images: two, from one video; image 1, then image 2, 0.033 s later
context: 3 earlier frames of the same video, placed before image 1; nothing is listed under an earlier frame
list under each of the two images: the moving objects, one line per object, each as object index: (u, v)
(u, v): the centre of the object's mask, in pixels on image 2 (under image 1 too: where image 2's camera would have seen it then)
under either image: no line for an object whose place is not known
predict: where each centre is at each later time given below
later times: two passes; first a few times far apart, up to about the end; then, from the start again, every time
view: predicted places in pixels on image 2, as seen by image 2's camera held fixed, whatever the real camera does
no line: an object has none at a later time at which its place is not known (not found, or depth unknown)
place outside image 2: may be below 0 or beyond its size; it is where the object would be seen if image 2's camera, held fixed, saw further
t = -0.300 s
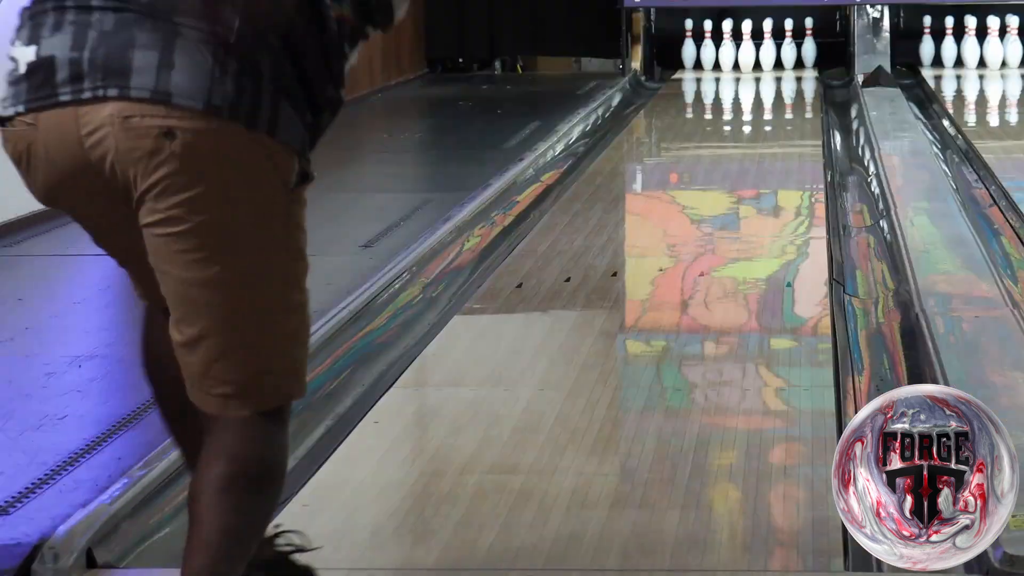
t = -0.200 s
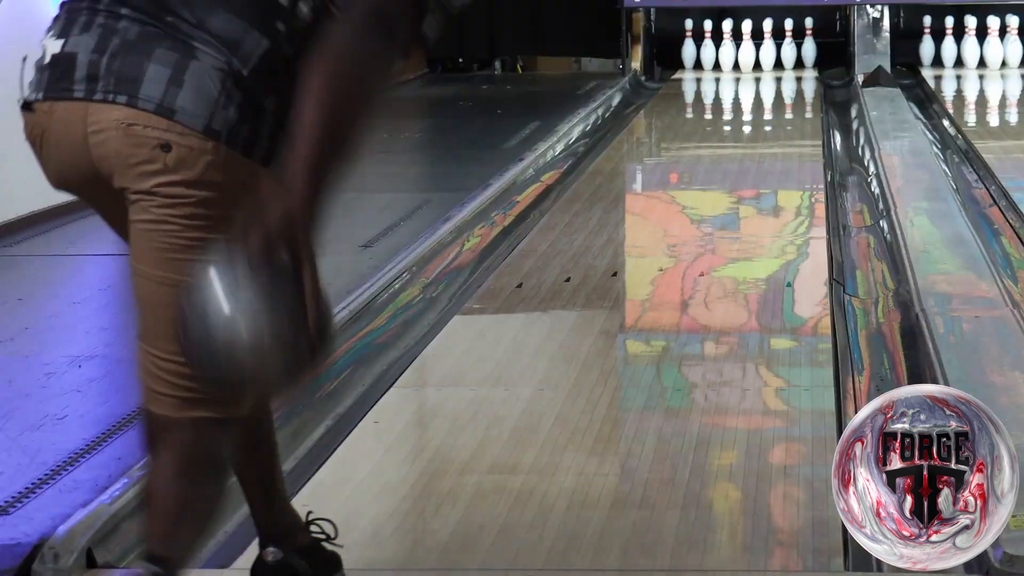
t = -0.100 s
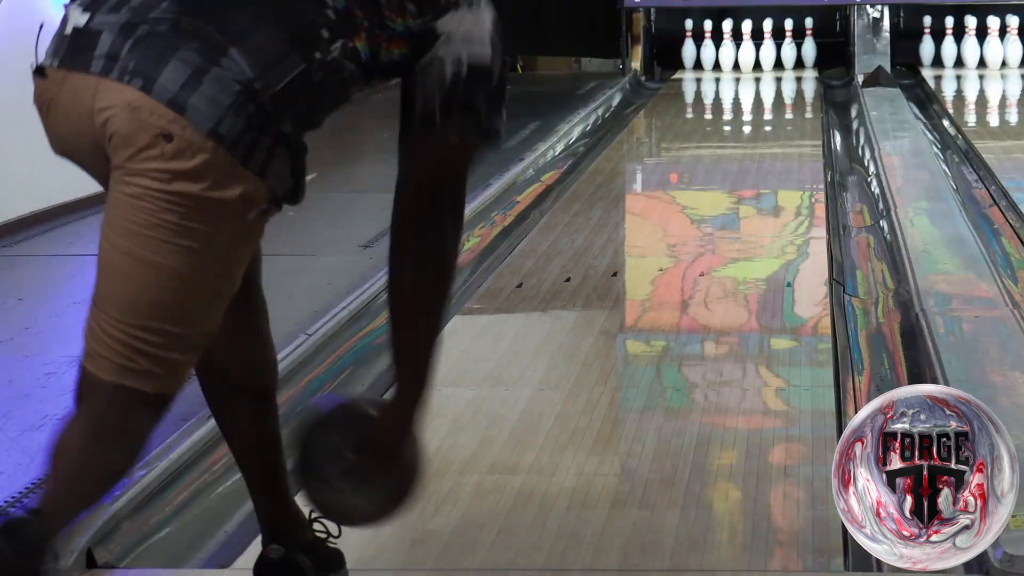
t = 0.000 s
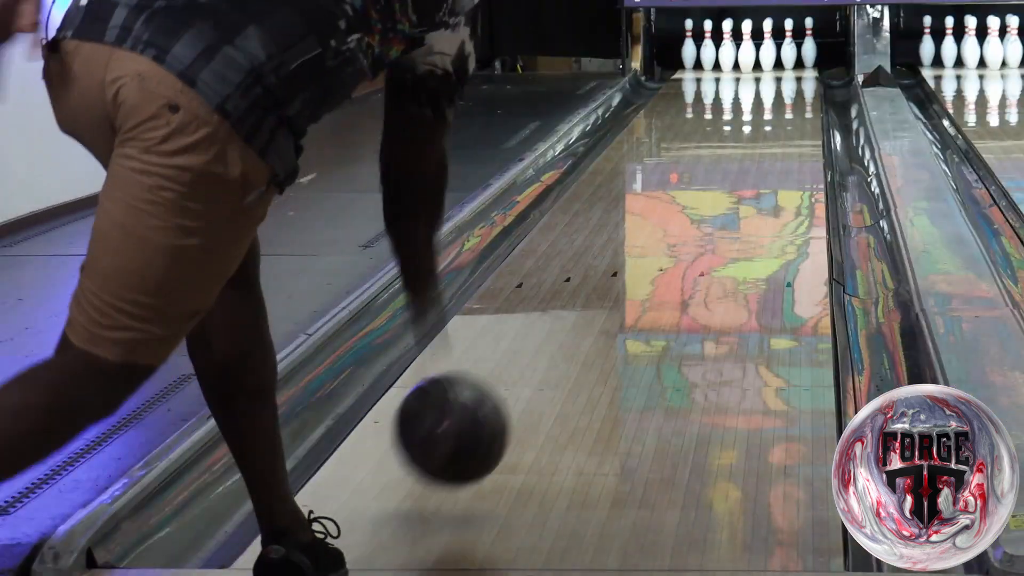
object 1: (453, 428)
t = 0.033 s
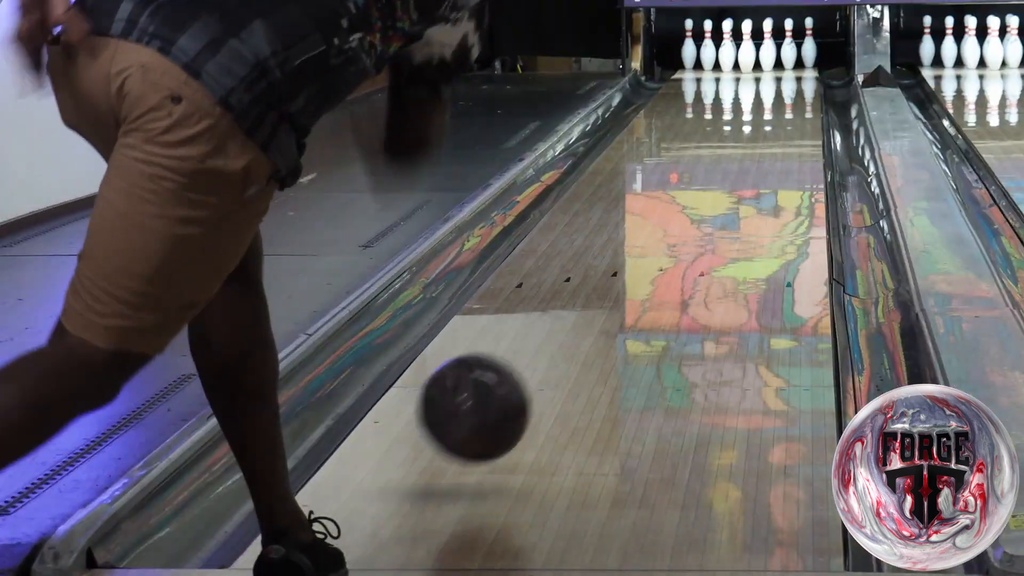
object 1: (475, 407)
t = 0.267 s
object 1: (592, 320)
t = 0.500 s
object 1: (663, 246)
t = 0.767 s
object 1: (717, 190)
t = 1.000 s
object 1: (749, 155)
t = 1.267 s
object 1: (774, 124)
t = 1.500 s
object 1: (789, 104)
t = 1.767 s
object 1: (792, 87)
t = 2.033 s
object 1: (781, 72)
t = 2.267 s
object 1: (761, 62)
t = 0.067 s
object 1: (496, 393)
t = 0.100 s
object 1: (515, 384)
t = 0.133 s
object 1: (533, 381)
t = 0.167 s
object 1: (549, 364)
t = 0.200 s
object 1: (565, 348)
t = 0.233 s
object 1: (579, 334)
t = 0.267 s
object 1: (592, 320)
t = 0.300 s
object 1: (604, 307)
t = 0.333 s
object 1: (616, 296)
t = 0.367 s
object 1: (626, 284)
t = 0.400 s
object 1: (636, 274)
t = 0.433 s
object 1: (646, 264)
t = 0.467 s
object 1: (655, 255)
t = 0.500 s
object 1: (663, 246)
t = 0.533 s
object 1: (671, 238)
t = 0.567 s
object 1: (679, 230)
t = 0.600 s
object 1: (686, 223)
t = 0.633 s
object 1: (693, 216)
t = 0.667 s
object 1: (699, 209)
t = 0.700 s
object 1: (706, 203)
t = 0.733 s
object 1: (712, 196)
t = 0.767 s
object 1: (717, 190)
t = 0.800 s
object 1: (722, 184)
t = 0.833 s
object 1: (727, 178)
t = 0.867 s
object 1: (732, 173)
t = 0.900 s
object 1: (736, 168)
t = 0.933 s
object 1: (741, 164)
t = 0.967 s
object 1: (745, 159)
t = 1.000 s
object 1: (749, 155)
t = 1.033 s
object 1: (752, 150)
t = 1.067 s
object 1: (756, 147)
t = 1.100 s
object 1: (760, 143)
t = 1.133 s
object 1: (763, 139)
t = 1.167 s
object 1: (766, 135)
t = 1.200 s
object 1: (769, 132)
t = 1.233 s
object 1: (772, 128)
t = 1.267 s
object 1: (774, 124)
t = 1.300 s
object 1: (777, 122)
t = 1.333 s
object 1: (780, 118)
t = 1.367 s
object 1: (782, 115)
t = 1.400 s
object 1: (783, 112)
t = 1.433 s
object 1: (785, 110)
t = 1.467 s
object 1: (787, 107)
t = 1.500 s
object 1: (789, 104)
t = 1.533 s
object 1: (790, 102)
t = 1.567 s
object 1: (791, 99)
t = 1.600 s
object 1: (792, 97)
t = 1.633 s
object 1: (793, 95)
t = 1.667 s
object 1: (793, 93)
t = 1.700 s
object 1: (793, 91)
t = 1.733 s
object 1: (793, 88)
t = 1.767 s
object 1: (792, 87)
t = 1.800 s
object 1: (792, 85)
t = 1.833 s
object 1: (791, 83)
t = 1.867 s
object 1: (790, 81)
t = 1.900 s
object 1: (789, 80)
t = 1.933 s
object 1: (787, 78)
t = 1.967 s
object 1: (786, 76)
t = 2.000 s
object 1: (784, 74)
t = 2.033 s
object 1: (781, 72)
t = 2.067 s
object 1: (779, 70)
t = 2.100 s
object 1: (776, 69)
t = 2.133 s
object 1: (773, 68)
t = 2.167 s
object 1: (771, 67)
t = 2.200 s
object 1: (767, 66)
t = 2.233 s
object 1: (764, 64)
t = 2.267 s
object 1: (761, 62)
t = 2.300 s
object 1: (757, 61)
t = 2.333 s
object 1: (753, 60)
